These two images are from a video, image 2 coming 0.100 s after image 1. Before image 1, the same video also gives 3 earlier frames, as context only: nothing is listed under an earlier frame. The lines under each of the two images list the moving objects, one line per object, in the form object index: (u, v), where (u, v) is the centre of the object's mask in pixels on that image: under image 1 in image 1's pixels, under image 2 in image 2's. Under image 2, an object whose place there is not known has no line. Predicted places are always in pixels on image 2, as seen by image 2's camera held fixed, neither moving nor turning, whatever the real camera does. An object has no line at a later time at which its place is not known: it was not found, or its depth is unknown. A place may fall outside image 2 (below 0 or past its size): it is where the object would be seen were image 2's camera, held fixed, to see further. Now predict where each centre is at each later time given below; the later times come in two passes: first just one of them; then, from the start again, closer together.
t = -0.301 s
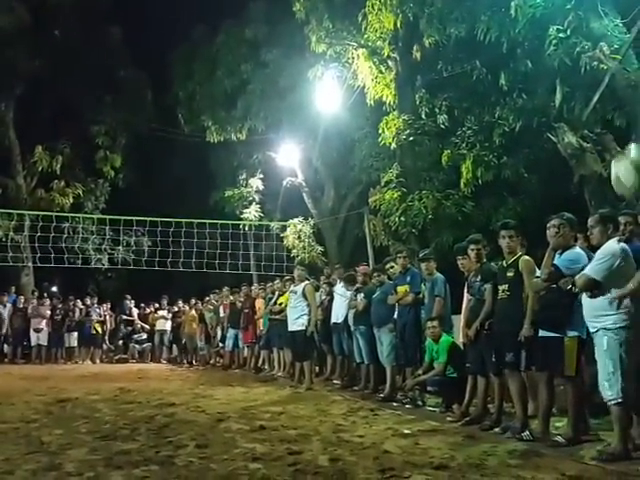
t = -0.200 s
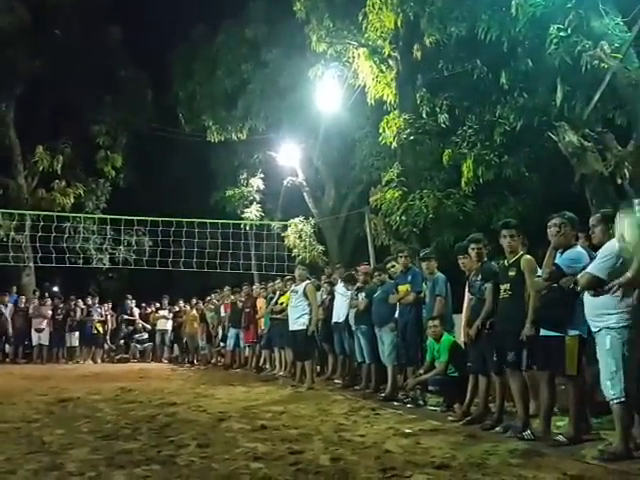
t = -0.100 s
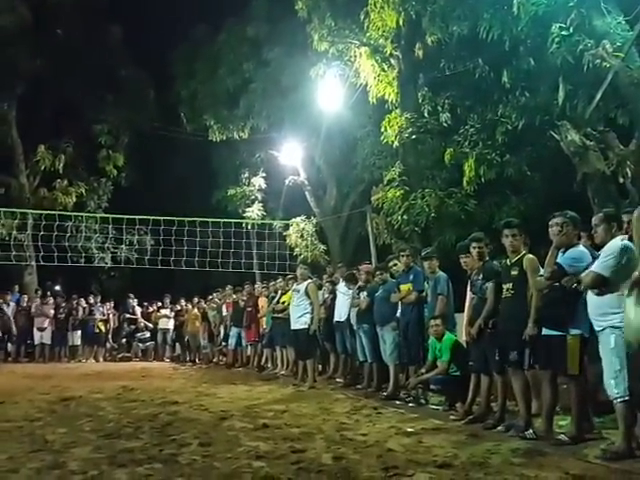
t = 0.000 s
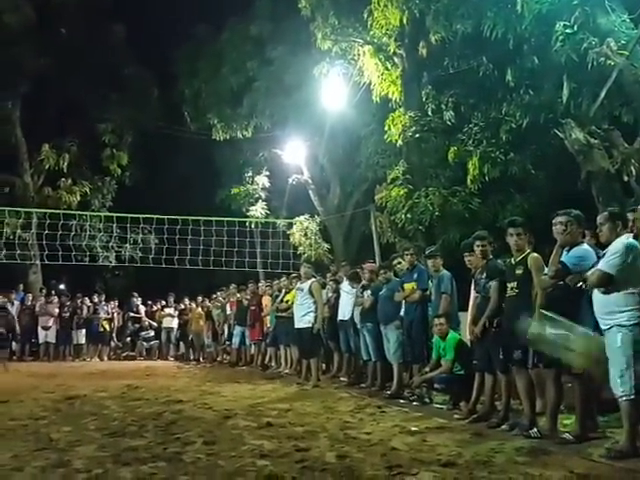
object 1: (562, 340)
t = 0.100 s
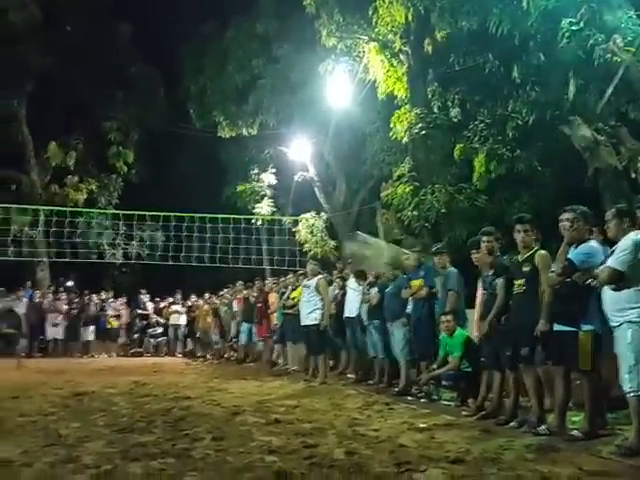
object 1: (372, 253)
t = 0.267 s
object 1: (176, 198)
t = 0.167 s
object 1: (280, 220)
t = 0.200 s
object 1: (239, 209)
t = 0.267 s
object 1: (176, 198)
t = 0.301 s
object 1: (147, 196)
